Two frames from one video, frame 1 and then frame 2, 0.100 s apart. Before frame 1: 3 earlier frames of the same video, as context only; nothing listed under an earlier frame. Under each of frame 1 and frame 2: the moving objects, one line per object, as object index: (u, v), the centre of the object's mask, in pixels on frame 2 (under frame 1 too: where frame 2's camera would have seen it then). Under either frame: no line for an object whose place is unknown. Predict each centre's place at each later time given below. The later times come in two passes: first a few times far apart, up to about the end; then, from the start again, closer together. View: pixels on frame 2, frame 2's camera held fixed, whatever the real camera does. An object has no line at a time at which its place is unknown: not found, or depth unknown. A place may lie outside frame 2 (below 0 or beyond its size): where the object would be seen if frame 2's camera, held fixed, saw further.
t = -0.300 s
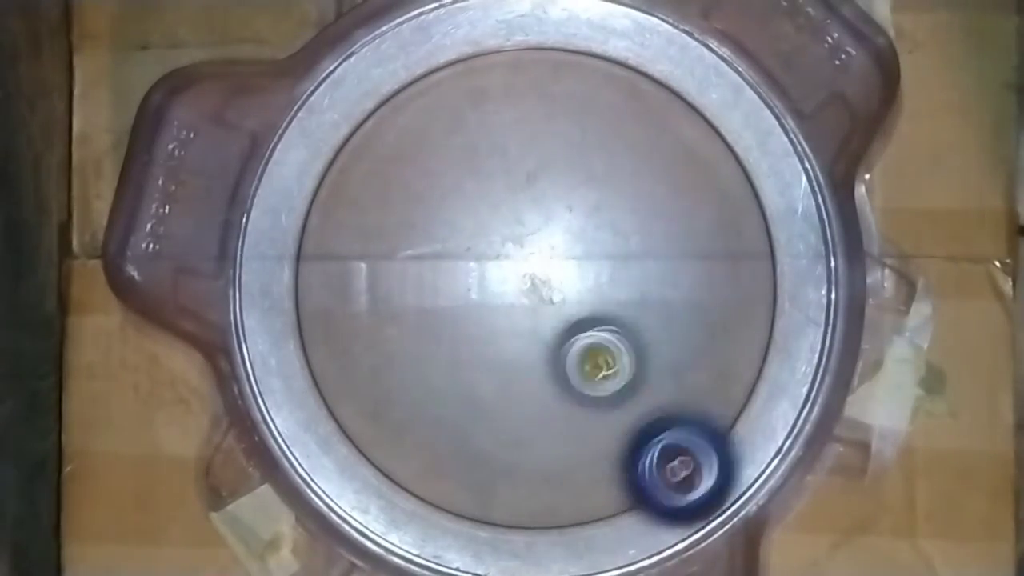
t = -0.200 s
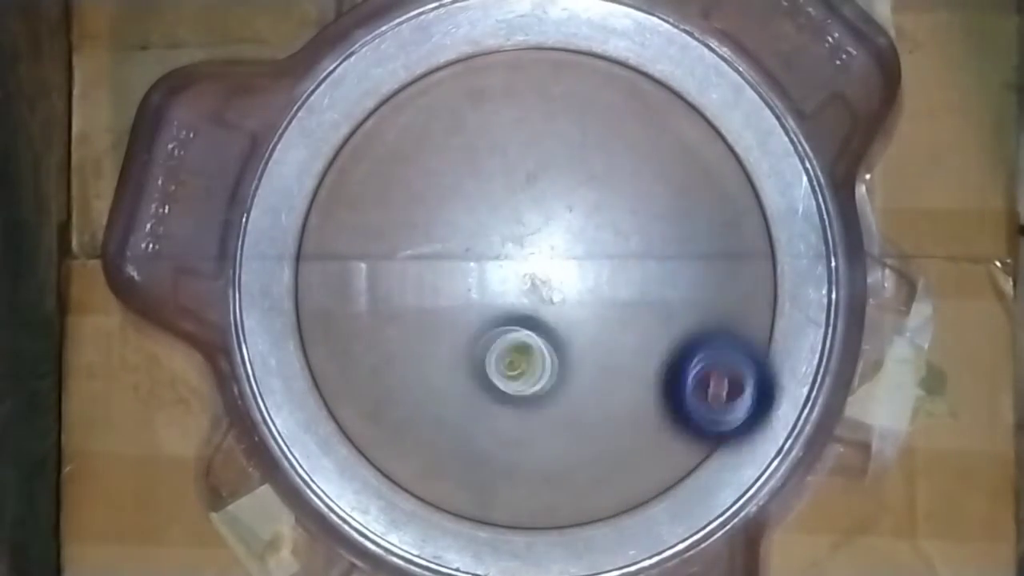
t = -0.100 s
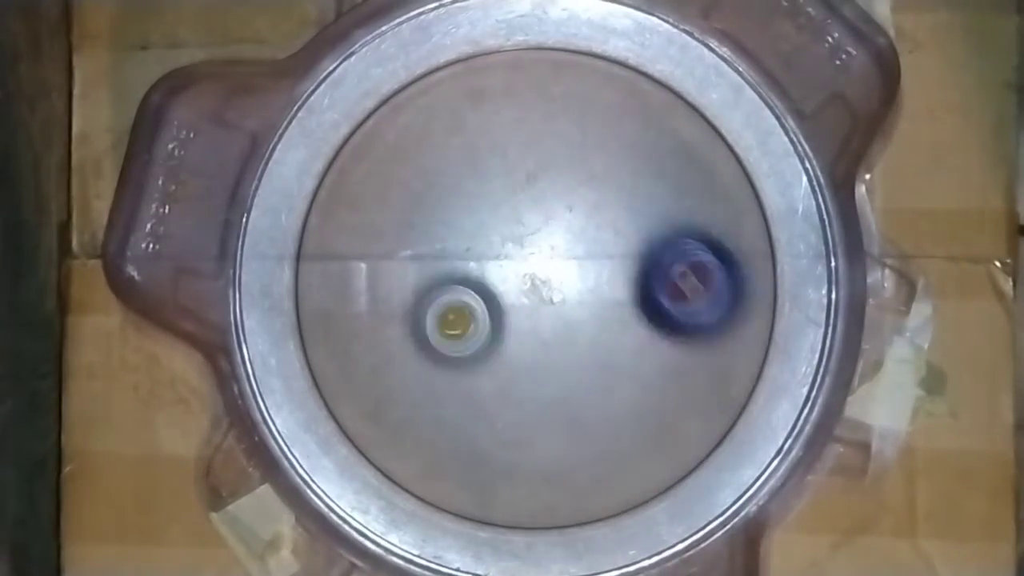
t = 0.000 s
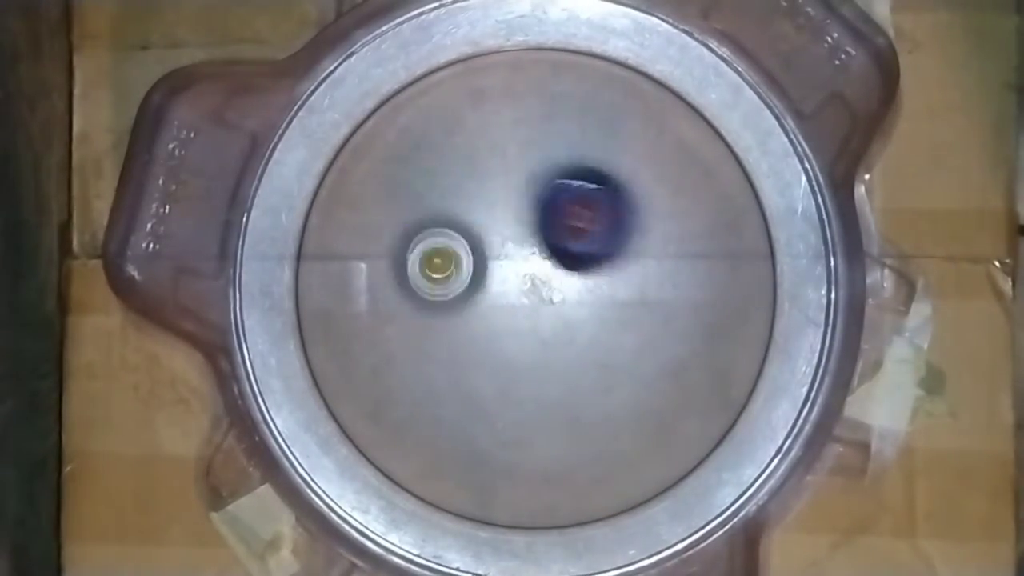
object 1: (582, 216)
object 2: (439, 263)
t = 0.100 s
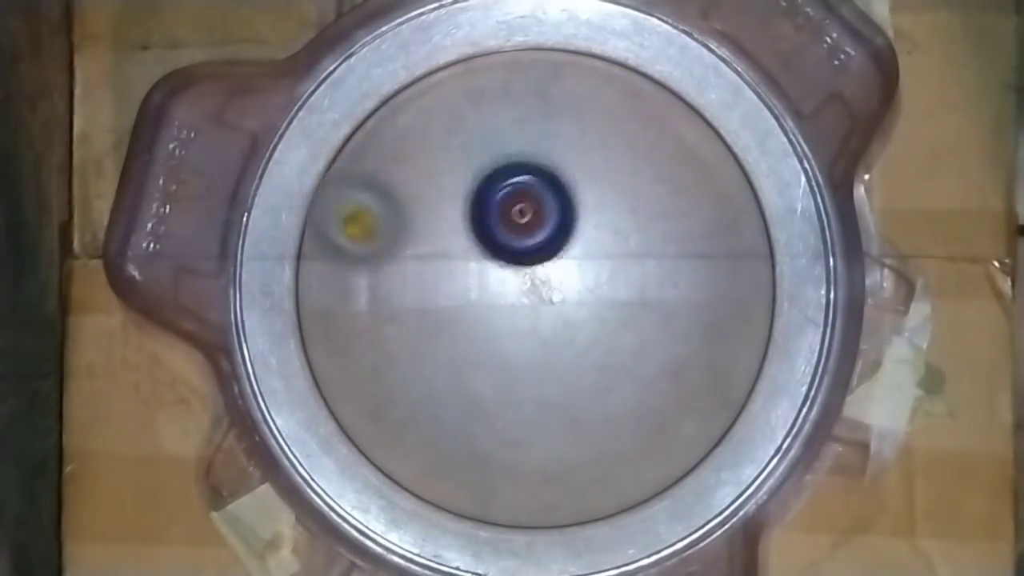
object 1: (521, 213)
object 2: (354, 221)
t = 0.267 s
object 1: (470, 317)
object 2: (373, 160)
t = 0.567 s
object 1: (645, 475)
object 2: (442, 219)
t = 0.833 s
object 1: (601, 144)
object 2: (444, 380)
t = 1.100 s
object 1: (304, 260)
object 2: (409, 413)
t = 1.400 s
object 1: (460, 490)
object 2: (617, 436)
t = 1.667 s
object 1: (476, 318)
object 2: (790, 192)
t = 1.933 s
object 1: (330, 246)
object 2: (640, 51)
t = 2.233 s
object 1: (454, 374)
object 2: (445, 181)
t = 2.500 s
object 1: (624, 156)
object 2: (418, 358)
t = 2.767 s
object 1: (468, 98)
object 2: (491, 365)
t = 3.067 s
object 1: (476, 242)
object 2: (600, 399)
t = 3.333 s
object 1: (622, 196)
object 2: (649, 484)
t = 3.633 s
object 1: (571, 134)
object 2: (538, 291)
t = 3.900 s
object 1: (518, 178)
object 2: (556, 384)
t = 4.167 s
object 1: (583, 250)
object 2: (642, 358)
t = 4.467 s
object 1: (577, 223)
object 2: (694, 247)
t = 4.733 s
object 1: (500, 323)
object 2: (645, 201)
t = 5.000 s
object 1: (592, 390)
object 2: (510, 203)
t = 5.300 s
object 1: (590, 248)
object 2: (405, 258)
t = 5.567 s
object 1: (476, 247)
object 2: (397, 347)
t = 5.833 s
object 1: (510, 297)
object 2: (463, 425)
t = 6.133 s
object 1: (583, 236)
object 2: (604, 389)
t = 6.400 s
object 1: (533, 214)
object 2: (680, 281)
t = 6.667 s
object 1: (536, 307)
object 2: (629, 187)
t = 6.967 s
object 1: (630, 299)
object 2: (490, 183)
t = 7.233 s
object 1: (558, 240)
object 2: (417, 269)
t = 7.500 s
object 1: (546, 308)
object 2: (427, 364)
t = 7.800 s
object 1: (633, 265)
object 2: (529, 406)
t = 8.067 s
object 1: (560, 190)
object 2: (608, 346)
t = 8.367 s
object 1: (497, 327)
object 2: (612, 228)
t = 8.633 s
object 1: (598, 386)
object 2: (537, 180)
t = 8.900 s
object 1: (617, 272)
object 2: (471, 234)
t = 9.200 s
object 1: (514, 231)
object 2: (416, 357)
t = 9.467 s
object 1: (562, 274)
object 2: (382, 460)
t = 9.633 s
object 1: (640, 221)
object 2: (373, 459)
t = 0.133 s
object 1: (510, 222)
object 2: (330, 200)
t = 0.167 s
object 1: (499, 236)
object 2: (333, 186)
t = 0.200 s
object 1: (488, 258)
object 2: (347, 176)
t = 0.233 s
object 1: (478, 285)
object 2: (360, 168)
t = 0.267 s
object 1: (470, 317)
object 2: (373, 160)
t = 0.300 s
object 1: (464, 349)
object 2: (382, 153)
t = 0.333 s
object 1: (462, 385)
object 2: (390, 149)
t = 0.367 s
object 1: (471, 420)
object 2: (396, 148)
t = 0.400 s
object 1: (486, 452)
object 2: (401, 152)
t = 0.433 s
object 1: (511, 479)
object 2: (410, 159)
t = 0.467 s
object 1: (541, 497)
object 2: (419, 170)
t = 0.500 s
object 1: (576, 507)
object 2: (426, 185)
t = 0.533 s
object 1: (612, 498)
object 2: (434, 200)
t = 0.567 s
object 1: (645, 475)
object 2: (442, 219)
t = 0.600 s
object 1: (675, 444)
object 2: (448, 238)
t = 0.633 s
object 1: (700, 405)
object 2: (453, 260)
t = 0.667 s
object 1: (713, 357)
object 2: (456, 282)
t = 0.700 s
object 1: (715, 310)
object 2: (457, 303)
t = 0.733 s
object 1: (701, 260)
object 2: (456, 325)
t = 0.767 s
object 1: (677, 214)
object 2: (453, 345)
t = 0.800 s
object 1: (643, 175)
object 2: (449, 363)
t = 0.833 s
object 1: (601, 144)
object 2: (444, 380)
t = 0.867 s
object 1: (553, 122)
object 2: (438, 395)
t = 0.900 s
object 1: (502, 111)
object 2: (432, 407)
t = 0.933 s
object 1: (451, 114)
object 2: (425, 415)
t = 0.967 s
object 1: (406, 126)
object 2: (420, 420)
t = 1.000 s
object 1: (363, 148)
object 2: (415, 422)
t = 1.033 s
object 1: (328, 175)
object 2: (410, 422)
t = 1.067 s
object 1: (312, 214)
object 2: (408, 419)
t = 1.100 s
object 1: (304, 260)
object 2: (409, 413)
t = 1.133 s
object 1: (304, 304)
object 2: (415, 405)
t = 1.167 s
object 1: (314, 348)
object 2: (425, 397)
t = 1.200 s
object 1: (318, 384)
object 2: (456, 396)
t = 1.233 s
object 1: (325, 417)
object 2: (491, 398)
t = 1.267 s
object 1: (339, 445)
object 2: (523, 401)
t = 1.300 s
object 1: (364, 465)
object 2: (550, 406)
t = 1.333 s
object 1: (392, 479)
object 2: (575, 415)
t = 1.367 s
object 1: (424, 488)
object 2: (598, 425)
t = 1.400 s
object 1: (460, 490)
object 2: (617, 436)
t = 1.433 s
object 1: (498, 483)
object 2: (634, 448)
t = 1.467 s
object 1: (516, 470)
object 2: (679, 441)
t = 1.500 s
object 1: (509, 450)
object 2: (748, 426)
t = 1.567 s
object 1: (501, 399)
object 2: (781, 329)
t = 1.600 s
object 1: (496, 372)
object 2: (789, 282)
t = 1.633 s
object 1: (488, 345)
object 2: (787, 237)
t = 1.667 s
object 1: (476, 318)
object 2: (790, 192)
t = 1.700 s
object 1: (460, 292)
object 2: (782, 158)
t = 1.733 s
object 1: (441, 269)
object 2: (773, 127)
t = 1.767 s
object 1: (423, 252)
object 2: (760, 98)
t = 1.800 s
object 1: (403, 239)
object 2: (739, 80)
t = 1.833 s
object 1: (383, 232)
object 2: (716, 69)
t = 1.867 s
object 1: (363, 231)
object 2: (692, 60)
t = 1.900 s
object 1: (347, 236)
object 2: (663, 56)
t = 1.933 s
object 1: (330, 246)
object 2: (640, 51)
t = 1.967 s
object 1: (317, 261)
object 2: (615, 49)
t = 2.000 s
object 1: (309, 280)
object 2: (590, 50)
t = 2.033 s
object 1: (312, 300)
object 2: (567, 57)
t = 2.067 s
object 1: (322, 322)
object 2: (542, 70)
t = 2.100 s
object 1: (338, 341)
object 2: (521, 87)
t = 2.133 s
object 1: (359, 357)
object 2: (500, 104)
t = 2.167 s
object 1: (387, 370)
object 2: (481, 129)
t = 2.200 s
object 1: (419, 376)
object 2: (462, 155)
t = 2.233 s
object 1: (454, 374)
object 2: (445, 181)
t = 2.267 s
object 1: (488, 365)
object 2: (433, 208)
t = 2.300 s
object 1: (523, 348)
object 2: (423, 233)
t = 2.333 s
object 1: (553, 327)
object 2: (415, 260)
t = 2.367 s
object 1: (580, 297)
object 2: (410, 286)
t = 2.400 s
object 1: (602, 263)
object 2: (408, 306)
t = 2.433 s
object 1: (616, 227)
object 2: (411, 327)
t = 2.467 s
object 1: (623, 191)
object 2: (414, 344)
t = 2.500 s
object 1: (624, 156)
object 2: (418, 358)
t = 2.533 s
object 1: (619, 124)
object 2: (426, 370)
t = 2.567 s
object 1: (607, 97)
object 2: (435, 378)
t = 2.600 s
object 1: (589, 71)
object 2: (444, 383)
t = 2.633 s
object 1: (567, 55)
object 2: (453, 383)
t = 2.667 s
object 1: (541, 55)
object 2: (464, 382)
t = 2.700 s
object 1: (515, 67)
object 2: (474, 378)
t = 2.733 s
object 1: (491, 83)
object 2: (482, 373)
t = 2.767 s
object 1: (468, 98)
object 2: (491, 365)
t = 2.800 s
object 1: (447, 115)
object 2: (498, 356)
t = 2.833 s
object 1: (432, 133)
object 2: (505, 346)
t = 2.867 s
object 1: (424, 155)
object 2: (511, 337)
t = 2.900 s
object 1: (424, 179)
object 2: (515, 330)
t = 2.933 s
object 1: (430, 204)
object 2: (519, 321)
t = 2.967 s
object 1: (443, 228)
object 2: (521, 316)
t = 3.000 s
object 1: (451, 236)
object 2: (546, 335)
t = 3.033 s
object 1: (462, 238)
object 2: (572, 367)
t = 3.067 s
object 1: (476, 242)
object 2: (600, 399)
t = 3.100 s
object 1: (494, 246)
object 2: (624, 427)
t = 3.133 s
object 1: (516, 247)
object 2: (644, 455)
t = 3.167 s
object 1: (540, 243)
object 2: (658, 479)
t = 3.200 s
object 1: (562, 237)
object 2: (666, 491)
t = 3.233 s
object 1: (582, 229)
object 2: (666, 493)
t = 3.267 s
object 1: (599, 220)
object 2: (663, 493)
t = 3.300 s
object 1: (612, 208)
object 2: (658, 491)
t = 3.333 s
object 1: (622, 196)
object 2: (649, 484)
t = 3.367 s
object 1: (628, 185)
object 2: (638, 472)
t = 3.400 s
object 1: (632, 173)
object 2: (626, 458)
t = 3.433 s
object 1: (632, 162)
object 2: (611, 438)
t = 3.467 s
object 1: (628, 152)
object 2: (597, 417)
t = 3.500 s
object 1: (620, 142)
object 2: (581, 394)
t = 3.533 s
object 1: (611, 133)
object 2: (568, 370)
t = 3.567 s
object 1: (598, 129)
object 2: (556, 341)
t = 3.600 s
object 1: (584, 128)
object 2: (545, 316)
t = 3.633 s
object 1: (571, 134)
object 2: (538, 291)
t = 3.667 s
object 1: (559, 144)
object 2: (531, 267)
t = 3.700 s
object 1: (549, 155)
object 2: (528, 245)
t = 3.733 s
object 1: (541, 150)
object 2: (528, 251)
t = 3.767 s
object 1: (533, 144)
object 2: (534, 280)
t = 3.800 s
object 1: (524, 144)
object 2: (540, 311)
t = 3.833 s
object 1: (519, 151)
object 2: (546, 333)
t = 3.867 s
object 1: (518, 163)
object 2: (551, 363)
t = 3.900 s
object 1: (518, 178)
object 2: (556, 384)
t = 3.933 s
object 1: (521, 195)
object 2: (565, 392)
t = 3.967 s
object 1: (527, 211)
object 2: (573, 401)
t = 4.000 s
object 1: (533, 225)
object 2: (582, 399)
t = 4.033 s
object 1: (541, 237)
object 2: (591, 394)
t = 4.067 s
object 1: (549, 247)
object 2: (602, 383)
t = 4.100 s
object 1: (560, 255)
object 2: (613, 367)
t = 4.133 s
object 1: (572, 257)
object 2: (626, 355)
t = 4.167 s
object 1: (583, 250)
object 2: (642, 358)
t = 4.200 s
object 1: (591, 245)
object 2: (654, 356)
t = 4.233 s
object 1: (594, 239)
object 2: (666, 346)
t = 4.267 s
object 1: (595, 235)
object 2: (676, 332)
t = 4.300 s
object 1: (594, 230)
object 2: (683, 319)
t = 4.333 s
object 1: (591, 227)
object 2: (688, 304)
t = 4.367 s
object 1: (589, 224)
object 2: (690, 287)
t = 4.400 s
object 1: (585, 222)
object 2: (693, 273)
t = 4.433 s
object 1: (581, 222)
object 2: (693, 258)
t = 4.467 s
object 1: (577, 223)
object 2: (694, 247)
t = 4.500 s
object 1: (563, 223)
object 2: (699, 241)
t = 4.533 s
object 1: (549, 230)
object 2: (699, 235)
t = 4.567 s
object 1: (535, 240)
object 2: (697, 227)
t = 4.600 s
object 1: (521, 254)
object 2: (691, 220)
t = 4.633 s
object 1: (510, 270)
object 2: (683, 214)
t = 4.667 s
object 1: (503, 287)
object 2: (672, 209)
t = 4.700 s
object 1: (500, 305)
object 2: (659, 205)
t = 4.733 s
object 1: (500, 323)
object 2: (645, 201)
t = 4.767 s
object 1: (503, 340)
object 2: (631, 198)
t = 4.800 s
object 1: (509, 356)
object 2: (616, 197)
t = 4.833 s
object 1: (519, 370)
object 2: (599, 197)
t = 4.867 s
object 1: (531, 381)
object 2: (581, 196)
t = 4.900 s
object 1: (546, 388)
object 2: (563, 196)
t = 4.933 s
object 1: (561, 393)
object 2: (545, 197)
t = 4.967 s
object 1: (576, 394)
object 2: (527, 199)
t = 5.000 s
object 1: (592, 390)
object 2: (510, 203)
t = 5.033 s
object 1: (607, 382)
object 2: (493, 206)
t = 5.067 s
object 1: (619, 369)
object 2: (478, 209)
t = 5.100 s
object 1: (629, 352)
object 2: (463, 214)
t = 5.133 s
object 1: (634, 336)
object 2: (451, 220)
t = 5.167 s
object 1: (634, 315)
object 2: (438, 226)
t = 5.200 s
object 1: (629, 296)
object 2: (427, 233)
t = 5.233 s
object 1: (620, 278)
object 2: (418, 241)
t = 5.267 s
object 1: (607, 261)
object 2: (410, 249)
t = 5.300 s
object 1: (590, 248)
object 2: (405, 258)
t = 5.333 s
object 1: (571, 238)
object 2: (401, 266)
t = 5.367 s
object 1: (549, 232)
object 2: (400, 275)
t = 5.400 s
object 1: (529, 230)
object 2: (401, 284)
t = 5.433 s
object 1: (509, 232)
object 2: (402, 295)
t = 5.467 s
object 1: (495, 236)
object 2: (402, 303)
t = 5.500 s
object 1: (489, 238)
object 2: (398, 321)
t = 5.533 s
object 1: (483, 241)
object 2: (397, 336)
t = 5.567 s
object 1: (476, 247)
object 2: (397, 347)
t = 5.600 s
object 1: (471, 255)
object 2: (400, 357)
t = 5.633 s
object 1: (468, 265)
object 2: (408, 367)
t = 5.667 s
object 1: (469, 274)
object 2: (414, 378)
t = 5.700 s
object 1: (474, 280)
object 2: (421, 392)
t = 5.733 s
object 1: (481, 286)
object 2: (429, 404)
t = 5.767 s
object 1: (489, 290)
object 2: (440, 412)
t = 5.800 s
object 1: (499, 294)
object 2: (451, 419)
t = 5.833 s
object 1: (510, 297)
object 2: (463, 425)
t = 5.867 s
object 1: (521, 297)
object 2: (478, 428)
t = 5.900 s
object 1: (532, 296)
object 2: (494, 430)
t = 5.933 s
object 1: (545, 292)
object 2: (507, 430)
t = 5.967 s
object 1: (556, 286)
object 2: (523, 428)
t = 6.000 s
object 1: (565, 279)
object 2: (539, 423)
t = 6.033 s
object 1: (573, 270)
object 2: (555, 418)
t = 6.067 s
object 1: (578, 259)
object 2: (571, 411)
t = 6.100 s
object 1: (582, 248)
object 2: (587, 401)
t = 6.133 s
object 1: (583, 236)
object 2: (604, 389)
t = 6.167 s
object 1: (581, 225)
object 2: (617, 379)
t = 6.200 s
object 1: (578, 217)
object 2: (631, 366)
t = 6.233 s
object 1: (572, 210)
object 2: (645, 351)
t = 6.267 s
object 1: (565, 206)
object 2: (656, 338)
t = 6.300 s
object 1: (558, 205)
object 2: (665, 323)
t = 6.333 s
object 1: (549, 205)
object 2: (673, 308)
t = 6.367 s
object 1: (541, 208)
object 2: (678, 293)
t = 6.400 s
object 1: (533, 214)
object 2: (680, 281)
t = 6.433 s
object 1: (526, 222)
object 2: (680, 267)
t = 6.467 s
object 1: (521, 231)
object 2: (679, 253)
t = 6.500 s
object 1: (518, 243)
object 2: (676, 242)
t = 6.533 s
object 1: (516, 256)
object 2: (669, 229)
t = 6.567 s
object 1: (517, 269)
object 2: (661, 216)
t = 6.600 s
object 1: (521, 282)
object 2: (653, 206)
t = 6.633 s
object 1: (527, 295)
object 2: (641, 197)
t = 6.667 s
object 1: (536, 307)
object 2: (629, 187)
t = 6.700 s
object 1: (546, 317)
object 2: (616, 182)
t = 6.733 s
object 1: (558, 324)
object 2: (601, 177)
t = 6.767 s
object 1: (571, 328)
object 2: (586, 172)
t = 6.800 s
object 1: (583, 330)
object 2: (569, 171)
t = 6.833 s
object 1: (595, 329)
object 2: (552, 171)
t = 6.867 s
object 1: (607, 326)
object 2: (536, 171)
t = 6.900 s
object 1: (617, 319)
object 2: (521, 173)
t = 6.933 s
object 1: (625, 310)
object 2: (506, 177)
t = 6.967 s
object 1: (630, 299)
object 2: (490, 183)
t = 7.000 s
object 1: (631, 287)
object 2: (477, 190)
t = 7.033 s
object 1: (629, 274)
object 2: (463, 198)
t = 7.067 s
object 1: (624, 263)
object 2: (452, 206)
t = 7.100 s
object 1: (615, 253)
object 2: (442, 217)
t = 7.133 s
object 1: (603, 245)
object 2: (433, 228)
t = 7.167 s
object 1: (589, 240)
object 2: (426, 241)
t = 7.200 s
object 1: (574, 238)
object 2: (422, 256)
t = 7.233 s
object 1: (558, 240)
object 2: (417, 269)
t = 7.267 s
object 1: (542, 246)
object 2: (416, 283)
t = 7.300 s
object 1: (528, 255)
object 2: (416, 296)
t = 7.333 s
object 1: (525, 264)
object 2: (409, 310)
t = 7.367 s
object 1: (527, 273)
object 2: (405, 321)
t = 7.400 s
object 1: (529, 282)
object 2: (406, 335)
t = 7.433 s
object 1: (533, 292)
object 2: (410, 346)
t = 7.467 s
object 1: (539, 300)
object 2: (418, 355)
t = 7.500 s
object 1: (546, 308)
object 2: (427, 364)
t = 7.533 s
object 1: (553, 315)
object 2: (437, 371)
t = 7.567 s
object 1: (561, 319)
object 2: (450, 378)
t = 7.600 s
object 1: (570, 322)
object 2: (462, 384)
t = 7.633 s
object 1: (578, 323)
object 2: (477, 386)
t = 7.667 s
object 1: (586, 320)
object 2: (492, 390)
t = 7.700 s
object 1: (605, 308)
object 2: (496, 399)
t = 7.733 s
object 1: (619, 294)
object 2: (507, 406)
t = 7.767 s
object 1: (628, 280)
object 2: (518, 408)
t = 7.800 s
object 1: (633, 265)
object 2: (529, 406)
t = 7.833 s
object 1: (634, 248)
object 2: (541, 405)
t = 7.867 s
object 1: (633, 233)
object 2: (551, 401)
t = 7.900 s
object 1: (627, 219)
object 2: (564, 395)
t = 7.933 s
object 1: (618, 207)
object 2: (574, 388)
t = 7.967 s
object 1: (607, 197)
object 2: (583, 379)
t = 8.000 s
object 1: (592, 190)
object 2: (592, 369)
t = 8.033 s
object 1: (576, 188)
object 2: (600, 359)
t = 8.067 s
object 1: (560, 190)
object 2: (608, 346)
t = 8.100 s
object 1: (544, 196)
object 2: (614, 333)
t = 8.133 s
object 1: (529, 206)
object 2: (618, 320)
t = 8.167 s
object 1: (515, 219)
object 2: (621, 306)
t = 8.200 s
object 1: (504, 234)
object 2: (623, 293)
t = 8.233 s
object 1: (497, 253)
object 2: (623, 278)
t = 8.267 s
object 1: (492, 271)
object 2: (623, 266)
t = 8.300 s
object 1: (490, 290)
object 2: (620, 252)
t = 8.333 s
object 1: (492, 309)
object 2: (617, 239)
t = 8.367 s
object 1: (497, 327)
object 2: (612, 228)
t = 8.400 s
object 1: (504, 343)
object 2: (605, 217)
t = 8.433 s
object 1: (513, 357)
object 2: (597, 208)
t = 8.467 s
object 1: (524, 369)
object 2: (588, 199)
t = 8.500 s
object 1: (538, 379)
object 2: (578, 192)
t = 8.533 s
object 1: (553, 386)
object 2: (569, 187)
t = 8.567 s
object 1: (568, 389)
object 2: (558, 182)
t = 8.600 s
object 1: (583, 389)
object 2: (548, 180)
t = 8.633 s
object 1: (598, 386)
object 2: (537, 180)
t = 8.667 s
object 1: (612, 378)
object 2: (526, 181)
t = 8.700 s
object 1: (624, 368)
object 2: (515, 186)
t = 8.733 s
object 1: (633, 354)
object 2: (506, 190)
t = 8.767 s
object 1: (638, 339)
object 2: (497, 196)
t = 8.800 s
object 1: (638, 321)
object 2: (488, 204)
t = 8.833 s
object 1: (634, 304)
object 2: (482, 213)
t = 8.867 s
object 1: (627, 287)
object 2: (475, 223)
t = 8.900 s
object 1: (617, 272)
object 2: (471, 234)
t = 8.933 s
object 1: (603, 259)
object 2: (467, 247)
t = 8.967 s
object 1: (587, 249)
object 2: (465, 259)
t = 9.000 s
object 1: (571, 241)
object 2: (461, 273)
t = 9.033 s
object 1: (567, 235)
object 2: (442, 291)
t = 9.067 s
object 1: (560, 229)
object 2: (431, 309)
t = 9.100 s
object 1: (549, 226)
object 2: (424, 323)
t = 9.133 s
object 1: (537, 225)
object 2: (419, 337)
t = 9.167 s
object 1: (524, 227)
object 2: (415, 348)
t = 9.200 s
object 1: (514, 231)
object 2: (416, 357)
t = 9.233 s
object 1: (503, 238)
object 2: (416, 368)
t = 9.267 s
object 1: (494, 248)
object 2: (421, 377)
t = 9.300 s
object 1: (487, 259)
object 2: (425, 385)
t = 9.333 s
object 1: (483, 271)
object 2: (434, 391)
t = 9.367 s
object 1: (482, 284)
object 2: (443, 396)
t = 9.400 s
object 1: (492, 296)
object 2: (442, 401)
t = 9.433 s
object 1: (527, 286)
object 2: (409, 435)
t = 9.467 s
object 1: (562, 274)
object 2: (382, 460)
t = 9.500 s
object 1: (588, 262)
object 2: (365, 470)
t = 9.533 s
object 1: (607, 251)
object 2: (356, 475)
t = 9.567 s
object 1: (621, 240)
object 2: (359, 474)
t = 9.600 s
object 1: (632, 230)
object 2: (364, 468)
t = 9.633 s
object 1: (640, 221)
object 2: (373, 459)
